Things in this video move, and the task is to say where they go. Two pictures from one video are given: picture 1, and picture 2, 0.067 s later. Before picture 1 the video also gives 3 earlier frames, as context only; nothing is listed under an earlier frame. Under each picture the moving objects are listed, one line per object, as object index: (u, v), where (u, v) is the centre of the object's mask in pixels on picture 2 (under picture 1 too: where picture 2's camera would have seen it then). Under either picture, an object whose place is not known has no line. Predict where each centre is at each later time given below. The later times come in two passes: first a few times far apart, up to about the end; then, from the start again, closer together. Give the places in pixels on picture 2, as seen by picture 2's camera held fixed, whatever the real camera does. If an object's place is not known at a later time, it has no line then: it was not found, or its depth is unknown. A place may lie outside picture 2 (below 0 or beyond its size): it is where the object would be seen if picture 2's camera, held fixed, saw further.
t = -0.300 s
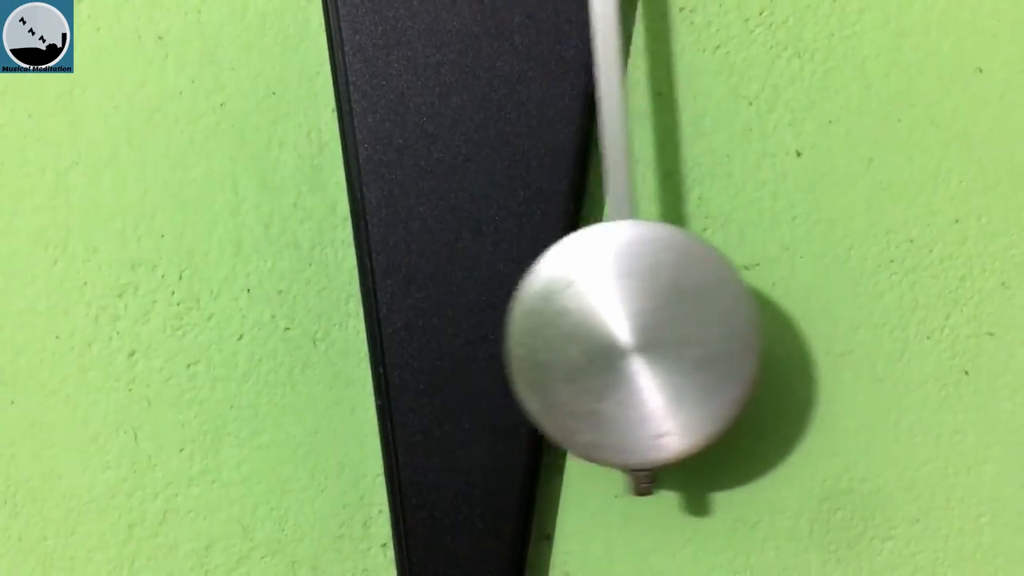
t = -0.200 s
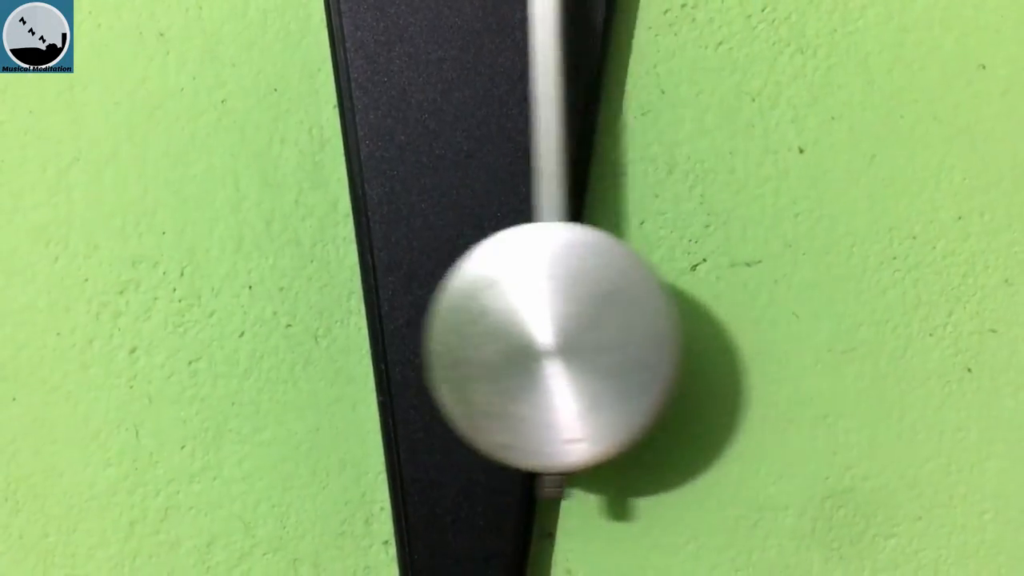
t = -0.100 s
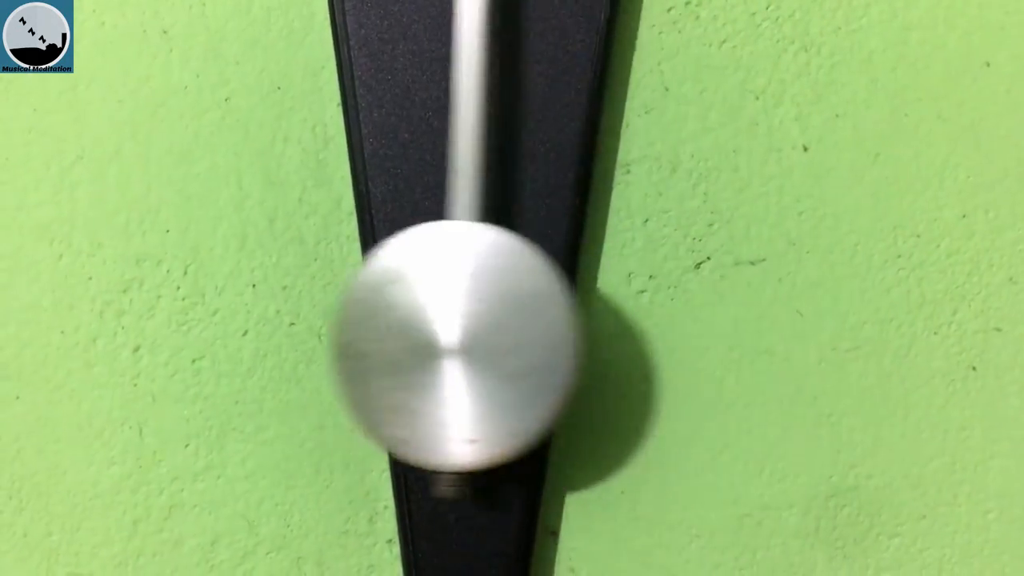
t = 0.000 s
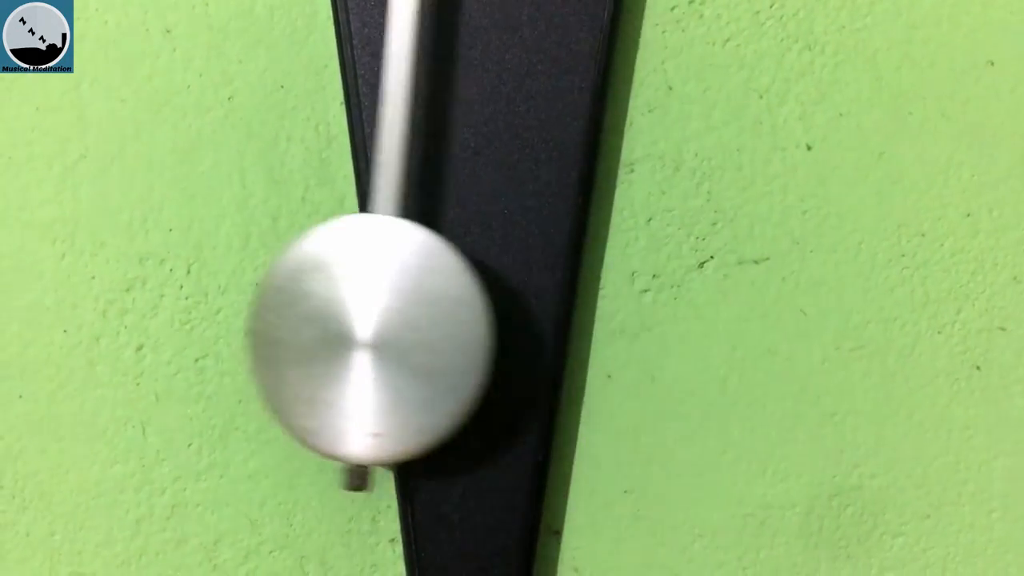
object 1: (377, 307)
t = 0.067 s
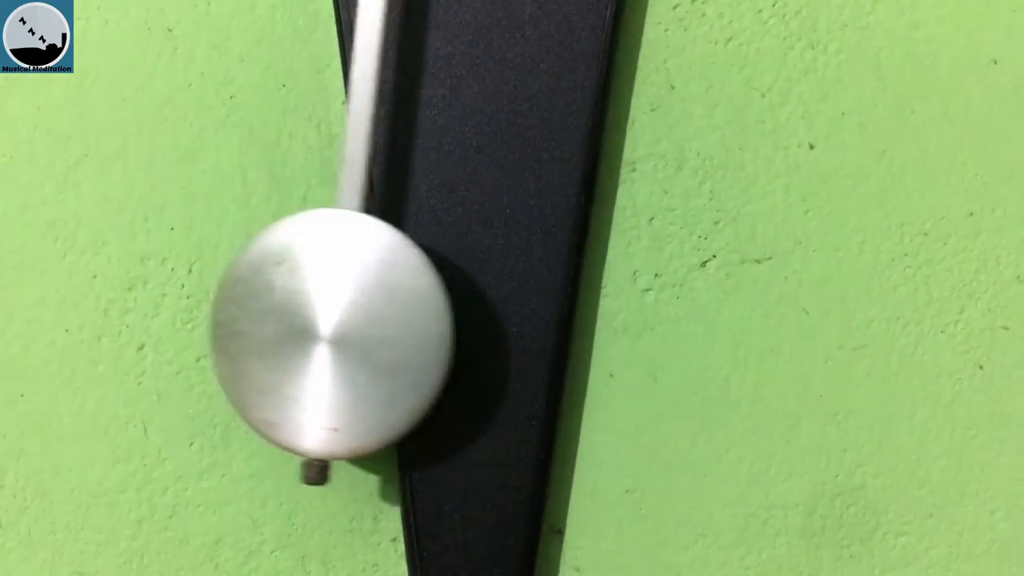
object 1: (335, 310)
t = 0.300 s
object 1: (364, 310)
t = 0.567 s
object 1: (602, 312)
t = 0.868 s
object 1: (644, 309)
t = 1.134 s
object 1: (422, 307)
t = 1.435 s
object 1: (338, 313)
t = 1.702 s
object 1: (558, 312)
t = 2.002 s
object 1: (656, 308)
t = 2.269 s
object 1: (456, 311)
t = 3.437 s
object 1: (466, 313)
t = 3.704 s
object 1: (327, 313)
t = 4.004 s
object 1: (508, 315)
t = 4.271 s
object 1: (664, 309)
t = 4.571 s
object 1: (501, 312)
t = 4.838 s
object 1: (325, 312)
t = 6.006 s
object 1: (335, 309)
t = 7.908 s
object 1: (631, 310)
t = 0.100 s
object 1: (322, 309)
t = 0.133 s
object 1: (314, 309)
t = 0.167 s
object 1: (313, 309)
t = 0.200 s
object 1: (317, 309)
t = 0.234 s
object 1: (328, 310)
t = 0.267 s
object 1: (344, 310)
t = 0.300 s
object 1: (364, 310)
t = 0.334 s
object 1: (389, 312)
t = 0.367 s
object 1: (418, 310)
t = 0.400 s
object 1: (448, 312)
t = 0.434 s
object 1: (480, 312)
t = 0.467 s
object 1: (509, 313)
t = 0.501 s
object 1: (542, 313)
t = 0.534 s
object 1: (573, 312)
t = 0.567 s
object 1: (602, 312)
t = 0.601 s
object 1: (628, 312)
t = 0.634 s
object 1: (649, 312)
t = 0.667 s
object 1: (666, 312)
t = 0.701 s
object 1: (677, 310)
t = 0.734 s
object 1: (682, 309)
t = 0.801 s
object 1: (674, 309)
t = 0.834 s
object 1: (662, 309)
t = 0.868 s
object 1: (644, 309)
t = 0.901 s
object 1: (622, 308)
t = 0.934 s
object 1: (597, 308)
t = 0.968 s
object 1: (569, 306)
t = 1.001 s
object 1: (540, 308)
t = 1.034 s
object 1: (508, 308)
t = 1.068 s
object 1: (480, 307)
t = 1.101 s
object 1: (451, 308)
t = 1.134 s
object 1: (422, 307)
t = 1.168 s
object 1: (395, 306)
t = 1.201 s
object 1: (370, 306)
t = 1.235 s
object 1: (350, 307)
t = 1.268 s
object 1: (333, 308)
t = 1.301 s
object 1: (322, 309)
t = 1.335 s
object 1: (317, 311)
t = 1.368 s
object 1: (318, 311)
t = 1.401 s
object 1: (325, 312)
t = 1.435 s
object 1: (338, 313)
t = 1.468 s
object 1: (356, 315)
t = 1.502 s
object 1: (379, 313)
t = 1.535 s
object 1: (406, 315)
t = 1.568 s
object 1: (436, 316)
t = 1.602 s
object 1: (466, 315)
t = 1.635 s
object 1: (498, 313)
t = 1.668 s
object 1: (527, 313)
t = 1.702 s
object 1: (558, 312)
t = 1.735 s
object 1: (586, 311)
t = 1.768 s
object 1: (611, 310)
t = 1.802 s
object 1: (634, 310)
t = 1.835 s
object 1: (650, 309)
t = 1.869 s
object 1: (663, 309)
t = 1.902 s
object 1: (669, 309)
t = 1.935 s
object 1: (670, 308)
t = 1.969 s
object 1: (666, 308)
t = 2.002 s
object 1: (656, 308)
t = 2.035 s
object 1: (641, 309)
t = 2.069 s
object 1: (621, 309)
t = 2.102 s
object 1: (599, 309)
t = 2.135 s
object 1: (572, 310)
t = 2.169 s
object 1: (544, 311)
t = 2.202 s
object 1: (514, 312)
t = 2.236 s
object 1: (486, 311)
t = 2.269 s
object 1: (456, 311)
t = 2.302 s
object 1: (427, 312)
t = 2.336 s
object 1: (400, 310)
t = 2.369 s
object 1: (376, 312)
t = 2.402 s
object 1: (355, 313)
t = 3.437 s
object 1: (466, 313)
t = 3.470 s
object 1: (439, 312)
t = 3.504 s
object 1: (412, 312)
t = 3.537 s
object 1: (387, 310)
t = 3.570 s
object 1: (366, 312)
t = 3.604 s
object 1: (349, 312)
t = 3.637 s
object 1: (336, 313)
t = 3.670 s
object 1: (328, 313)
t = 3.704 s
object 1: (327, 313)
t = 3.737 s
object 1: (331, 313)
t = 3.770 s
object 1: (340, 314)
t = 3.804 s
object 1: (355, 314)
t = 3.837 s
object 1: (374, 314)
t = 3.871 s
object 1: (398, 313)
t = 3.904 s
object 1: (423, 315)
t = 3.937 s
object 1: (451, 314)
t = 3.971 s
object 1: (481, 314)
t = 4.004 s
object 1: (508, 315)
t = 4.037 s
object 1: (538, 313)
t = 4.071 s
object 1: (566, 313)
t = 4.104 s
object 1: (593, 312)
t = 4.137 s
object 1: (615, 312)
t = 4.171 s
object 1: (635, 311)
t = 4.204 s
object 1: (650, 310)
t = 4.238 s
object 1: (660, 310)
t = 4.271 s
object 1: (664, 309)
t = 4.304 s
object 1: (663, 310)
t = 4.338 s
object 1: (656, 309)
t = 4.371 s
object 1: (645, 310)
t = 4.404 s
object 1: (628, 310)
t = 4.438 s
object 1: (608, 310)
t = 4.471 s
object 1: (584, 310)
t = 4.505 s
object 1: (558, 311)
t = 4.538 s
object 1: (529, 312)
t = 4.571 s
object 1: (501, 312)
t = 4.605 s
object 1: (473, 312)
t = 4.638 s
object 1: (445, 310)
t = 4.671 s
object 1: (416, 310)
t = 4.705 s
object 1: (390, 311)
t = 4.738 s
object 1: (367, 312)
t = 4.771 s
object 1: (349, 312)
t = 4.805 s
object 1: (334, 312)
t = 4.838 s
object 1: (325, 312)
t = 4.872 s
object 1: (323, 311)
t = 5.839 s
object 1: (429, 308)
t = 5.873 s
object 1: (403, 307)
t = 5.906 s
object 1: (379, 308)
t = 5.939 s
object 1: (360, 308)
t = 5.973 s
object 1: (345, 308)
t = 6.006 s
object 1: (335, 309)
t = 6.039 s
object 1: (330, 309)
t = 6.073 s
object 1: (330, 309)
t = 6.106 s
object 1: (336, 310)
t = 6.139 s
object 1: (347, 311)
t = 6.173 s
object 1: (364, 311)
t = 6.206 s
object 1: (383, 311)
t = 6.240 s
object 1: (408, 312)
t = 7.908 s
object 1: (631, 310)
